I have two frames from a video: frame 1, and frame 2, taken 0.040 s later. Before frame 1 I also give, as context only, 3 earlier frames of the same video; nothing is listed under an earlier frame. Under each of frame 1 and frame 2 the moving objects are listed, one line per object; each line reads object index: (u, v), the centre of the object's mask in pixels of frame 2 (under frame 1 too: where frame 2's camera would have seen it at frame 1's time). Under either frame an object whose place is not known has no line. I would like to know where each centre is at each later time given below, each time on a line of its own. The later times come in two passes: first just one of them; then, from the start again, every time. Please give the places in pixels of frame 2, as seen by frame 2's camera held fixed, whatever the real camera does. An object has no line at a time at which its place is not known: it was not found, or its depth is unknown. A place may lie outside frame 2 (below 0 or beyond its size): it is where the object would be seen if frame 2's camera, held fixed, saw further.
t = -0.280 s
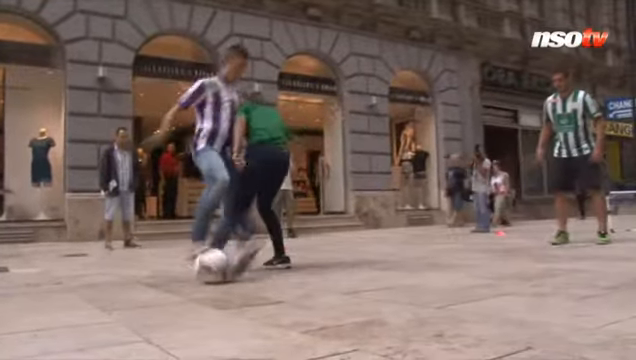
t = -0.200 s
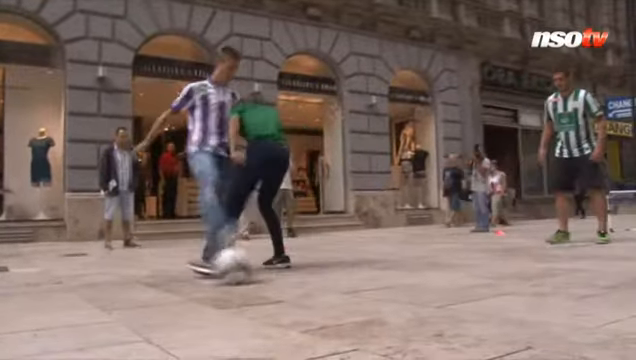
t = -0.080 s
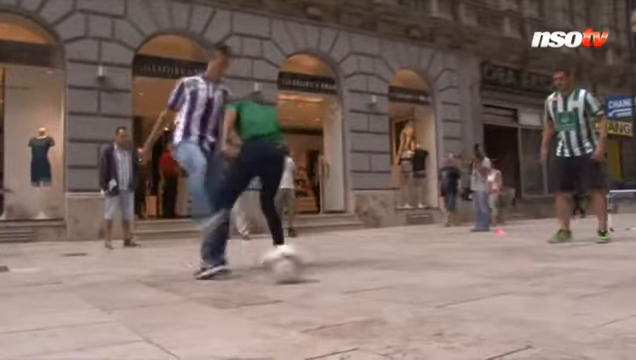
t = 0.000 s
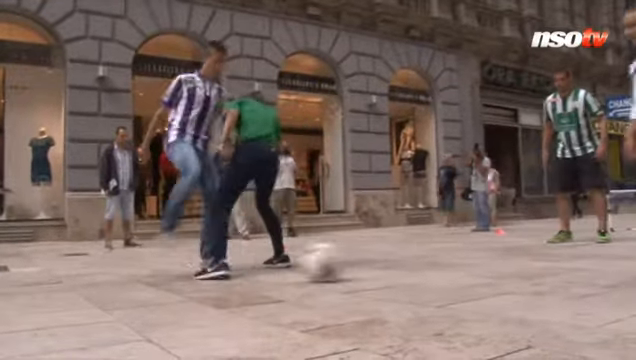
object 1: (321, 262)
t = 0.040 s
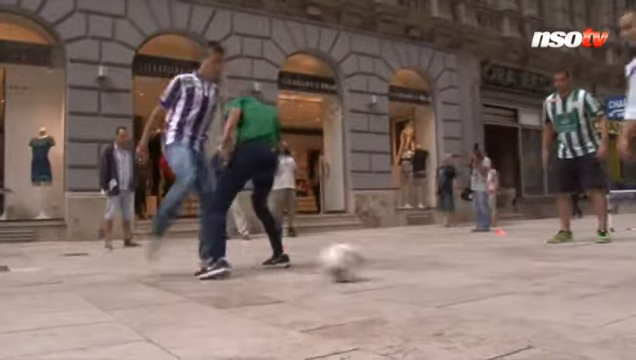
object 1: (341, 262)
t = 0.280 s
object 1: (452, 258)
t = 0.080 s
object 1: (359, 262)
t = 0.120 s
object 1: (378, 262)
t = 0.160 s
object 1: (397, 261)
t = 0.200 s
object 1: (415, 260)
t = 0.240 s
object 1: (436, 259)
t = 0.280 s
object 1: (452, 258)
